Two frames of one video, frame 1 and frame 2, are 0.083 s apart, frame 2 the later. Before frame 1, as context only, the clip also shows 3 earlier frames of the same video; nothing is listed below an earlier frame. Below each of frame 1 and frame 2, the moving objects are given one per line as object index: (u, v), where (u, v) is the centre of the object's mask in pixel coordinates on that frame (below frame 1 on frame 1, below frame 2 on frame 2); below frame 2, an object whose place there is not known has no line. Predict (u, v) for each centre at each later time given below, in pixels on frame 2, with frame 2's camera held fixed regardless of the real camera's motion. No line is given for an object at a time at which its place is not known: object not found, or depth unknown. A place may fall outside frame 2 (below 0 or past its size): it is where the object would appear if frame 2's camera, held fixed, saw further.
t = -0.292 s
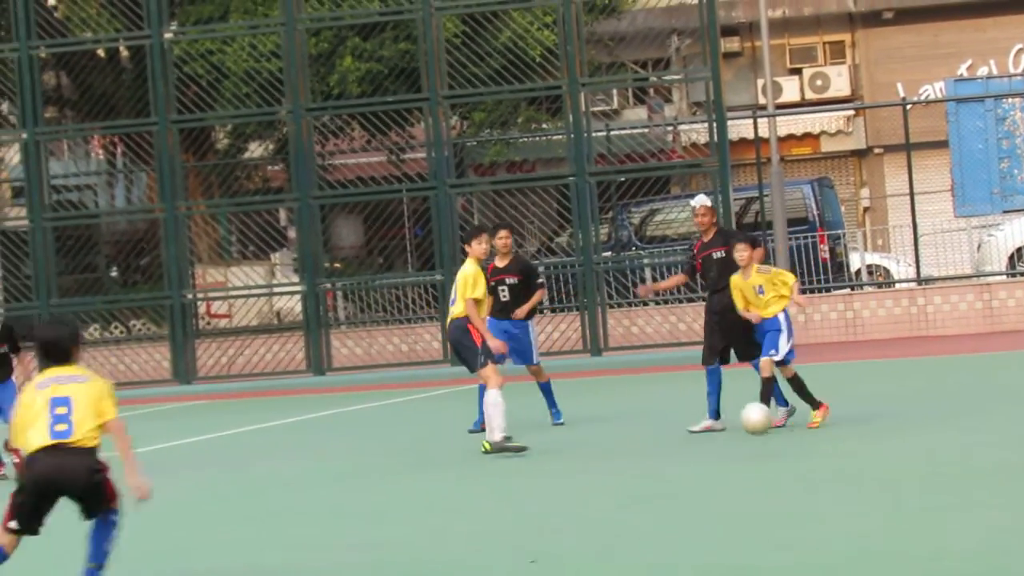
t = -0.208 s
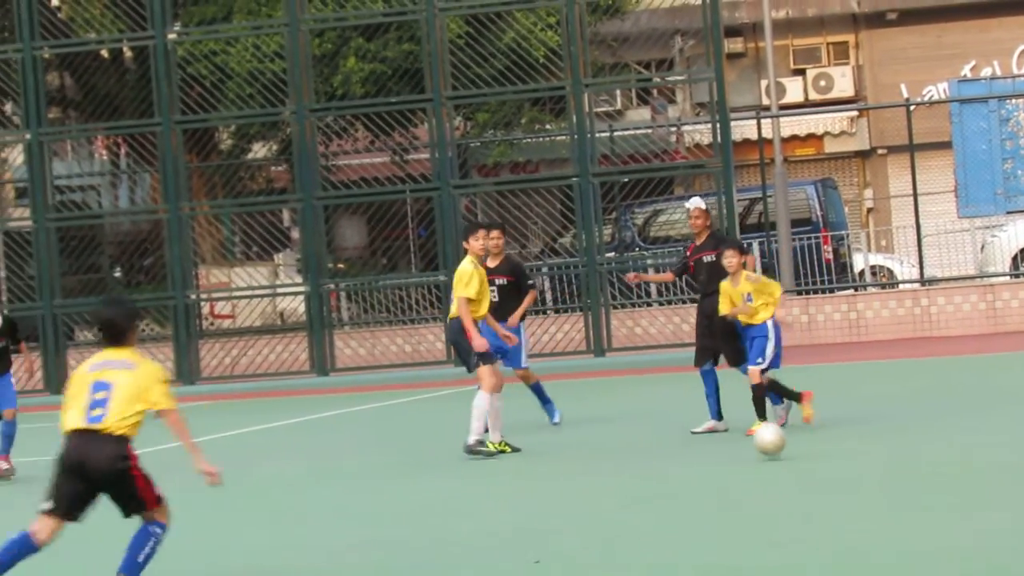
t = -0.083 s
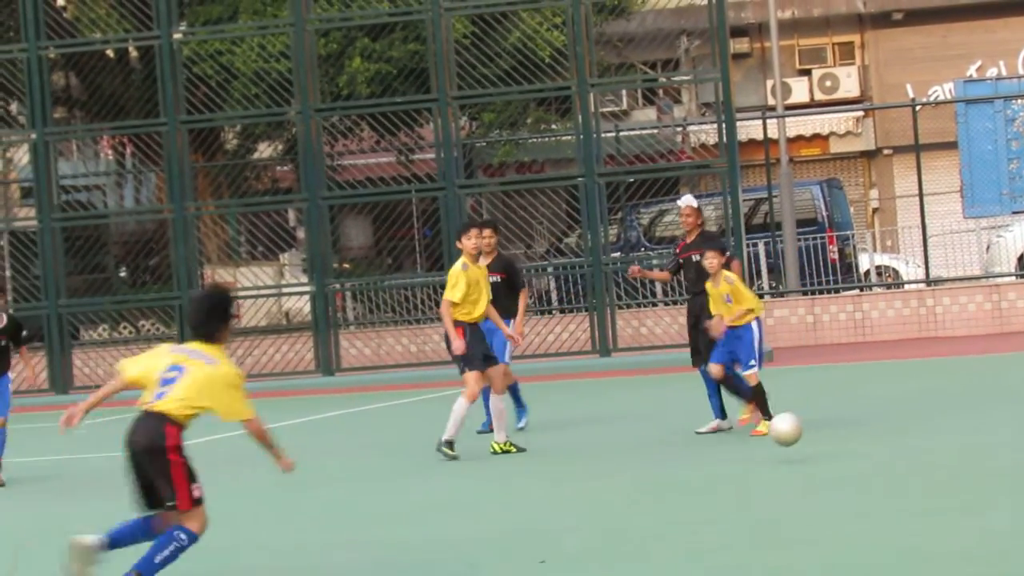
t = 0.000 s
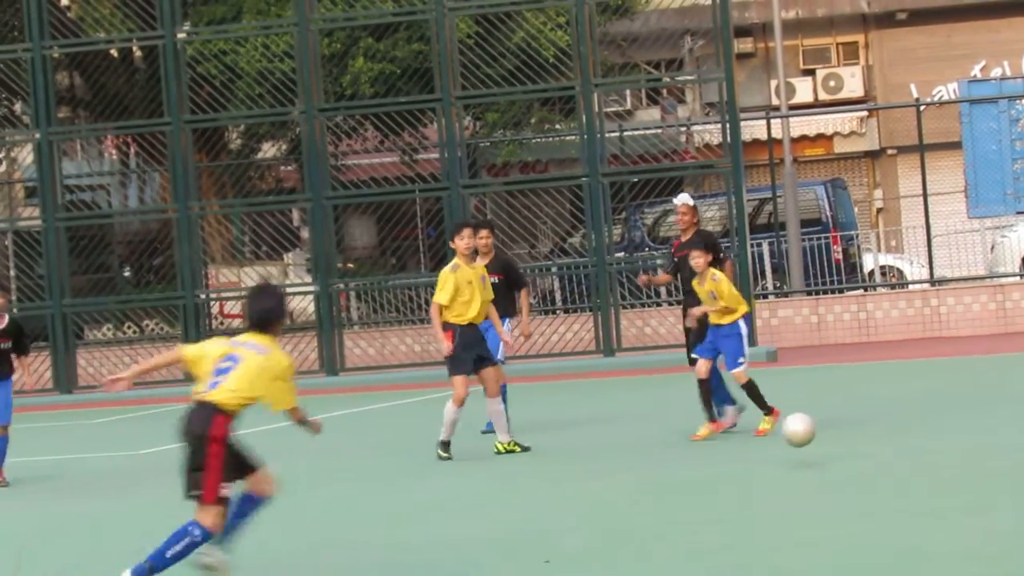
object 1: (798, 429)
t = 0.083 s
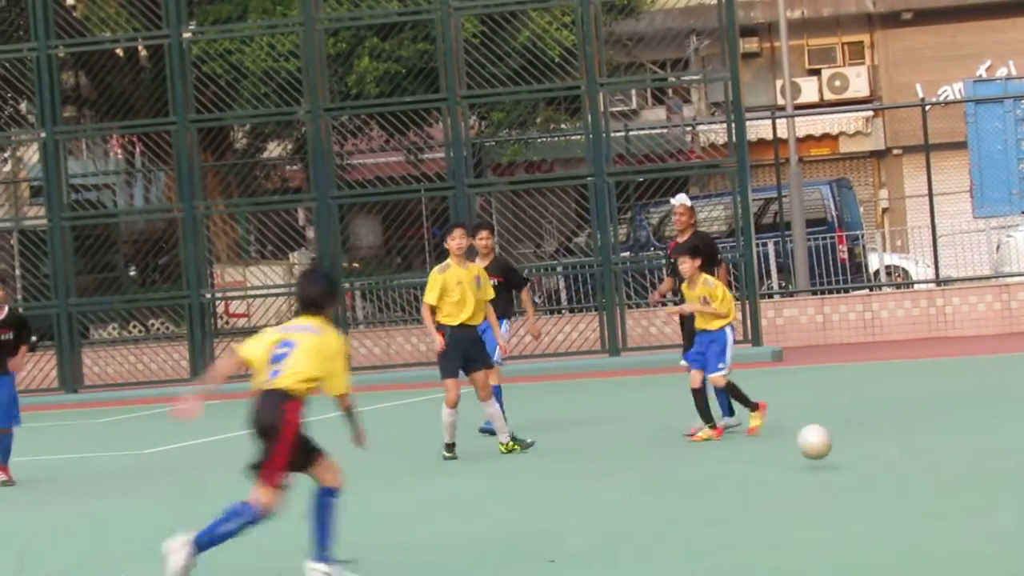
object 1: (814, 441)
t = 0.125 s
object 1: (817, 452)
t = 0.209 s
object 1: (821, 444)
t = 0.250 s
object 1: (824, 443)
